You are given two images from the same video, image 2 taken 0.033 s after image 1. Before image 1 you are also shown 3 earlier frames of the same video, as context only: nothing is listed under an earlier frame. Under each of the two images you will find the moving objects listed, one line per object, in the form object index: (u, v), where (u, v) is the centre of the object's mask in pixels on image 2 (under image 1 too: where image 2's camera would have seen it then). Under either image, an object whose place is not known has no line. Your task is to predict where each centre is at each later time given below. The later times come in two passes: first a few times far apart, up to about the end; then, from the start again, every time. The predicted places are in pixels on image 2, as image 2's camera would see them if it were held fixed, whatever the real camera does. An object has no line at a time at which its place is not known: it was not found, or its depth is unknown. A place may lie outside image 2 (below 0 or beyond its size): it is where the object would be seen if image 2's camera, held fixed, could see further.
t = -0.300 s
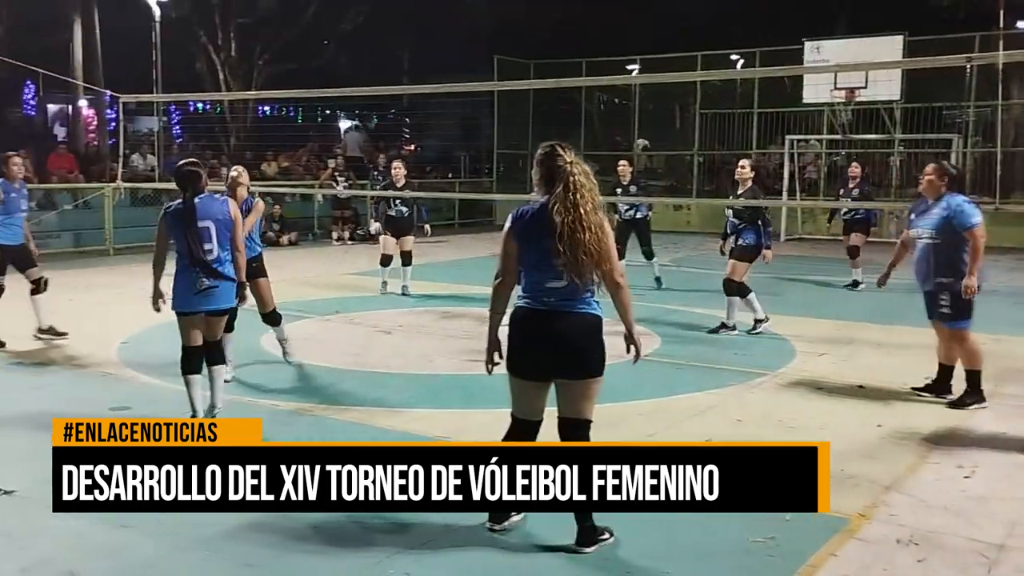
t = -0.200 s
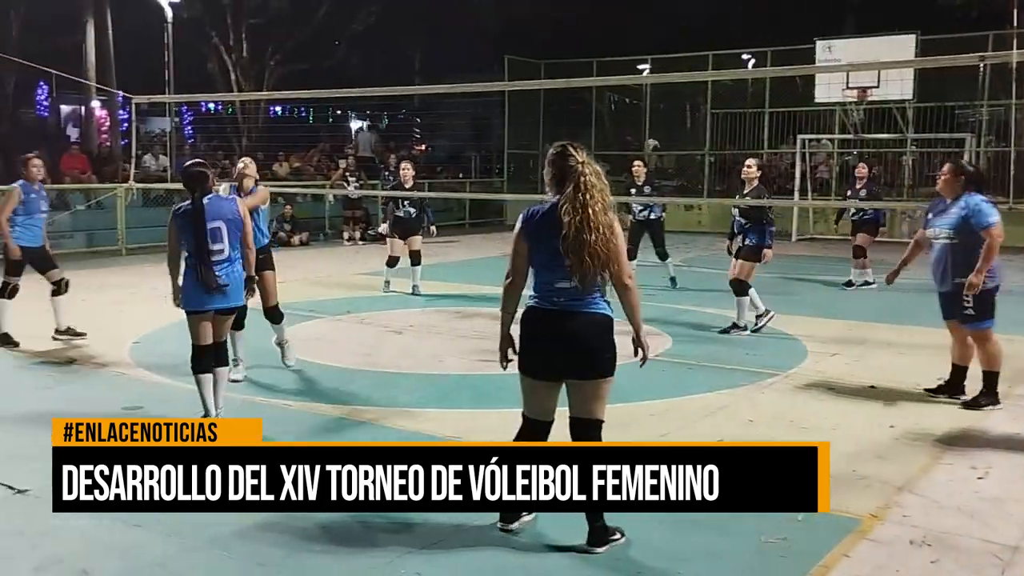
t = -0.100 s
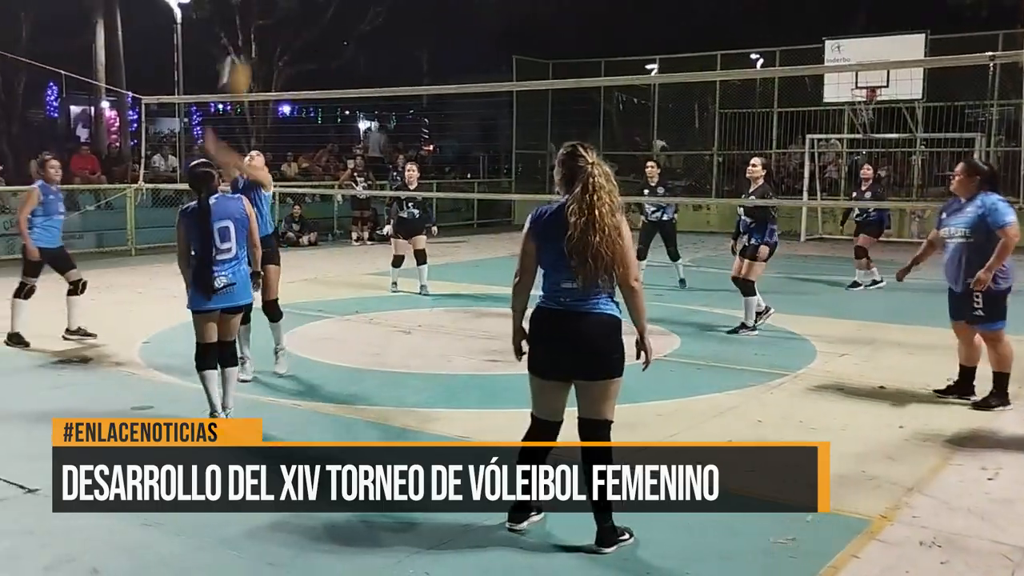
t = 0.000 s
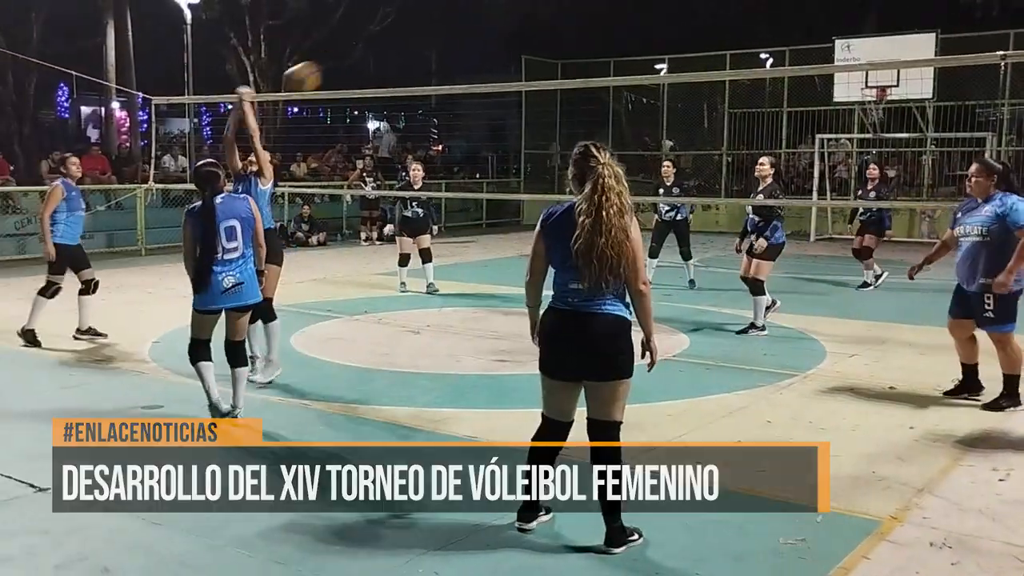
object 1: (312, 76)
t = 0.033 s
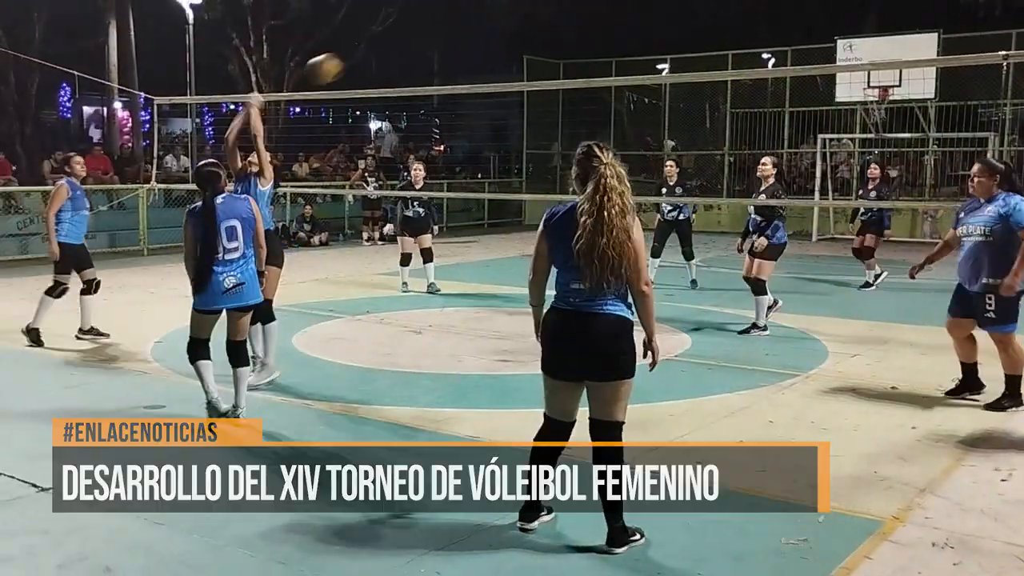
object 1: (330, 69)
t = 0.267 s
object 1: (447, 51)
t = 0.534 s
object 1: (542, 103)
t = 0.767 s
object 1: (602, 185)
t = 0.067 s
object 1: (350, 61)
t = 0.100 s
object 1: (369, 55)
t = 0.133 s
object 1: (386, 52)
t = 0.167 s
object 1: (402, 49)
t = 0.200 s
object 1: (418, 49)
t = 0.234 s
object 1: (433, 50)
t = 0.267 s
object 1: (447, 51)
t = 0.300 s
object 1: (461, 54)
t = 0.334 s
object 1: (473, 58)
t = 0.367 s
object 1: (486, 64)
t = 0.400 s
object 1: (496, 69)
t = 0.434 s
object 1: (510, 75)
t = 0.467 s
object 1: (519, 78)
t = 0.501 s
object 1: (533, 96)
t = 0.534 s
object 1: (542, 103)
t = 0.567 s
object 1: (550, 113)
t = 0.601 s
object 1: (562, 124)
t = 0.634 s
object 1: (572, 135)
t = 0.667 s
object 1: (581, 147)
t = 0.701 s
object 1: (590, 161)
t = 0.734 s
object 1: (599, 175)
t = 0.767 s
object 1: (602, 185)
